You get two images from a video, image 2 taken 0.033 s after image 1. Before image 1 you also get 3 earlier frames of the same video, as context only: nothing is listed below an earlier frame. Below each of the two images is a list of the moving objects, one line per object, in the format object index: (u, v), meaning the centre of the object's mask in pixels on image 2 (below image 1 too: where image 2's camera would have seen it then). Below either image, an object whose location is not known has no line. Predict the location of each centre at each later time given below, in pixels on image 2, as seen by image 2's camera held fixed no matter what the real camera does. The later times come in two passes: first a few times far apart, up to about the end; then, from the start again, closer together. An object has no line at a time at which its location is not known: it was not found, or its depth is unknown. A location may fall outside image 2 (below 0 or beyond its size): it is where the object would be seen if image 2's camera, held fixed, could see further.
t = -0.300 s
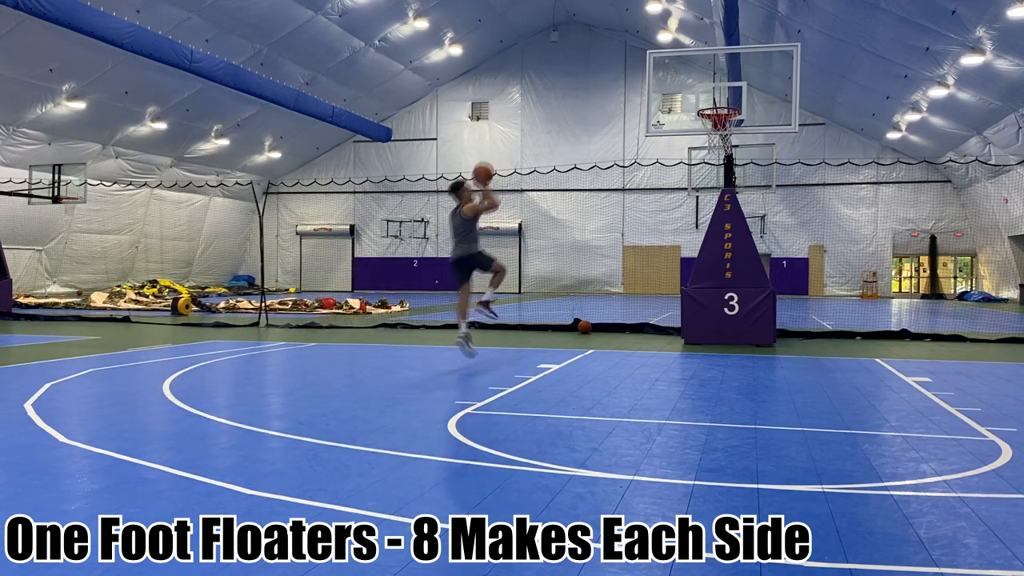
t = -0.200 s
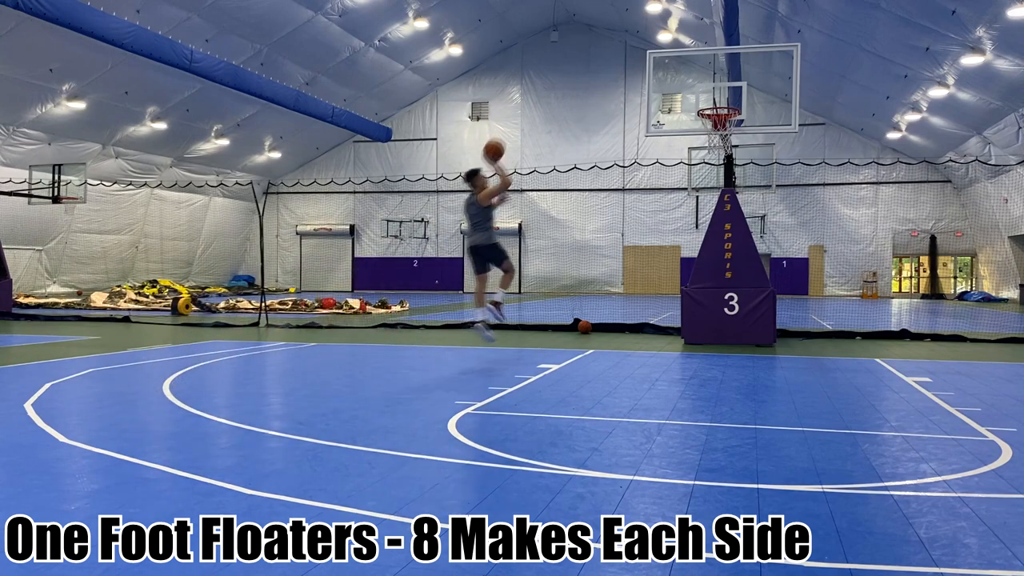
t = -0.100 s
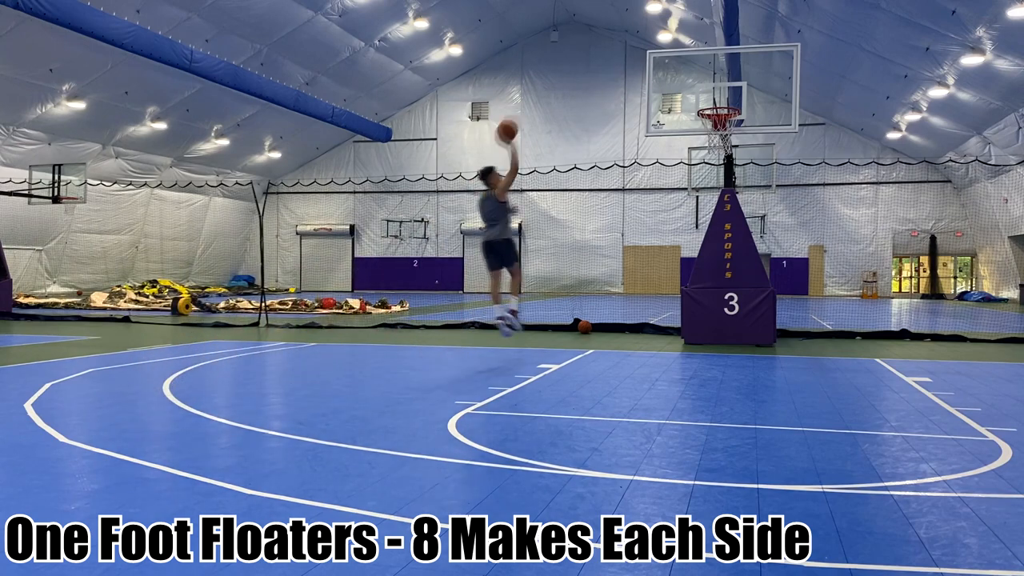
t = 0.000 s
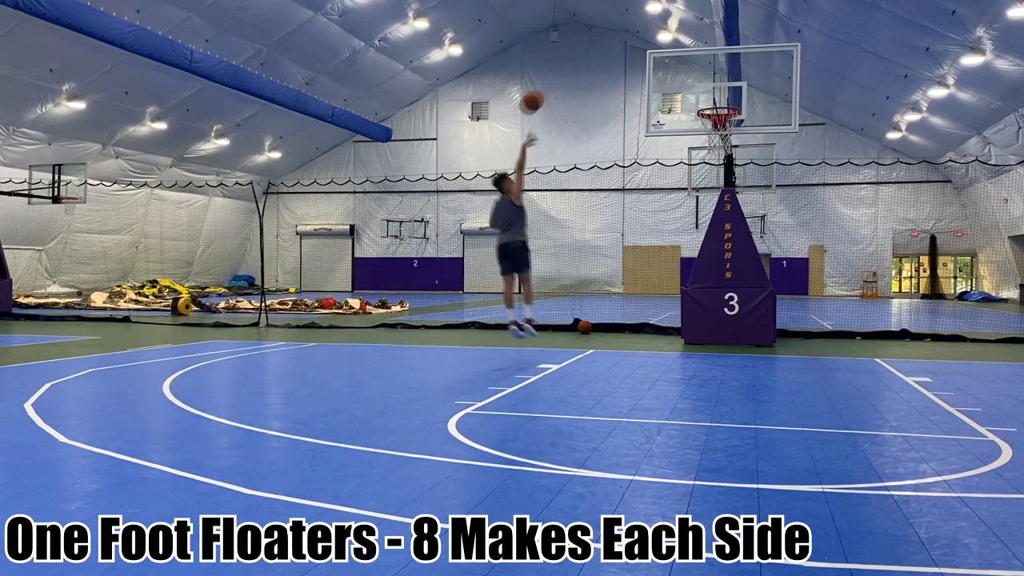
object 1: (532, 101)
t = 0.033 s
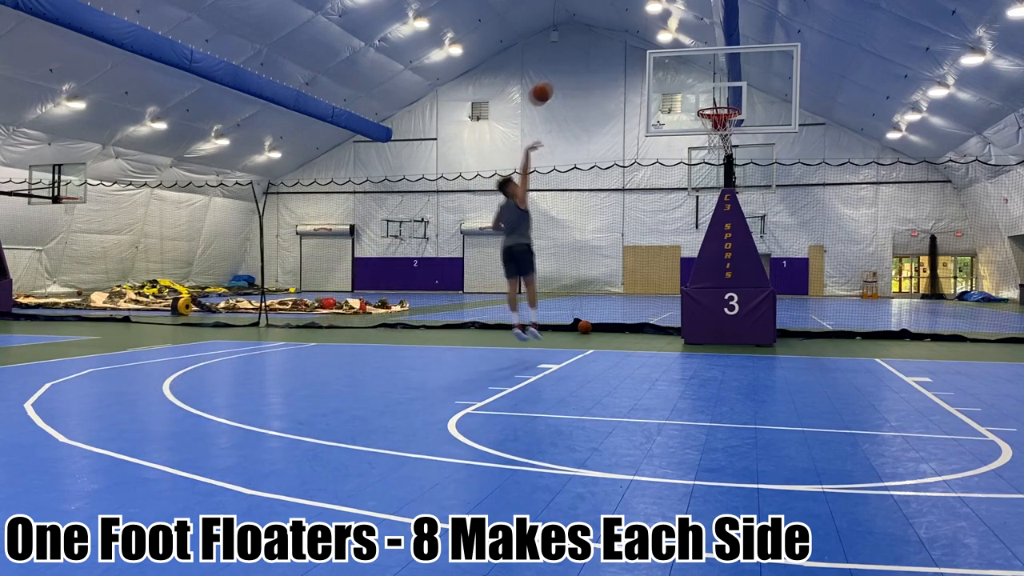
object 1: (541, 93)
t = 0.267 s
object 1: (605, 58)
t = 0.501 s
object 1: (667, 72)
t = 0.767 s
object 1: (721, 100)
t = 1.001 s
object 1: (719, 86)
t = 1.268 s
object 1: (708, 99)
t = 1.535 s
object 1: (723, 112)
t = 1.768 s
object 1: (706, 138)
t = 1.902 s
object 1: (705, 155)
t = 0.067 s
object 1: (550, 85)
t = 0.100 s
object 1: (563, 76)
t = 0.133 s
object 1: (571, 70)
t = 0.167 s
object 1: (580, 66)
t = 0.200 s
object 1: (589, 62)
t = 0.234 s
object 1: (597, 60)
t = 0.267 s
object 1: (605, 58)
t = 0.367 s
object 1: (630, 58)
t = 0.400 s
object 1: (638, 60)
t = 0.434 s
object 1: (646, 62)
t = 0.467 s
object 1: (656, 65)
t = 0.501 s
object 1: (667, 72)
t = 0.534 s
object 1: (676, 77)
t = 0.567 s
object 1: (683, 83)
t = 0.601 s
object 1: (691, 90)
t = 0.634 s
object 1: (699, 98)
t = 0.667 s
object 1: (706, 100)
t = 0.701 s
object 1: (711, 100)
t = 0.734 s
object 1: (716, 100)
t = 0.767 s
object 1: (721, 100)
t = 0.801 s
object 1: (727, 102)
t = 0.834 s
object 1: (729, 101)
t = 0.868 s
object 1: (727, 98)
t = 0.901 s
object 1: (724, 92)
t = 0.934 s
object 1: (722, 90)
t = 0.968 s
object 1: (720, 88)
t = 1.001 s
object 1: (719, 86)
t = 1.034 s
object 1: (717, 86)
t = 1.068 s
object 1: (715, 87)
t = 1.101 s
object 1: (713, 88)
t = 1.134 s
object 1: (711, 90)
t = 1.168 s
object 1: (709, 93)
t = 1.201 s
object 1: (707, 97)
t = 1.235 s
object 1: (706, 100)
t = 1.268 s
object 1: (708, 99)
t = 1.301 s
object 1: (713, 99)
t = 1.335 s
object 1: (716, 99)
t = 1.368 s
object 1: (719, 100)
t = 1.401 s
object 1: (722, 102)
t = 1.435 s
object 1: (725, 104)
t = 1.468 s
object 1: (728, 105)
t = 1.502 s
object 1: (726, 108)
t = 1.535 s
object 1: (723, 112)
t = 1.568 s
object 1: (719, 117)
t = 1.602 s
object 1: (717, 120)
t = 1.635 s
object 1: (712, 124)
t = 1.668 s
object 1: (709, 130)
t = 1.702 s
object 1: (707, 135)
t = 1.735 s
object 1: (706, 136)
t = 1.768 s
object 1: (706, 138)
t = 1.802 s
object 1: (705, 142)
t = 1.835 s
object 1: (705, 146)
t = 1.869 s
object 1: (705, 150)
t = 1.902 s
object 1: (705, 155)
